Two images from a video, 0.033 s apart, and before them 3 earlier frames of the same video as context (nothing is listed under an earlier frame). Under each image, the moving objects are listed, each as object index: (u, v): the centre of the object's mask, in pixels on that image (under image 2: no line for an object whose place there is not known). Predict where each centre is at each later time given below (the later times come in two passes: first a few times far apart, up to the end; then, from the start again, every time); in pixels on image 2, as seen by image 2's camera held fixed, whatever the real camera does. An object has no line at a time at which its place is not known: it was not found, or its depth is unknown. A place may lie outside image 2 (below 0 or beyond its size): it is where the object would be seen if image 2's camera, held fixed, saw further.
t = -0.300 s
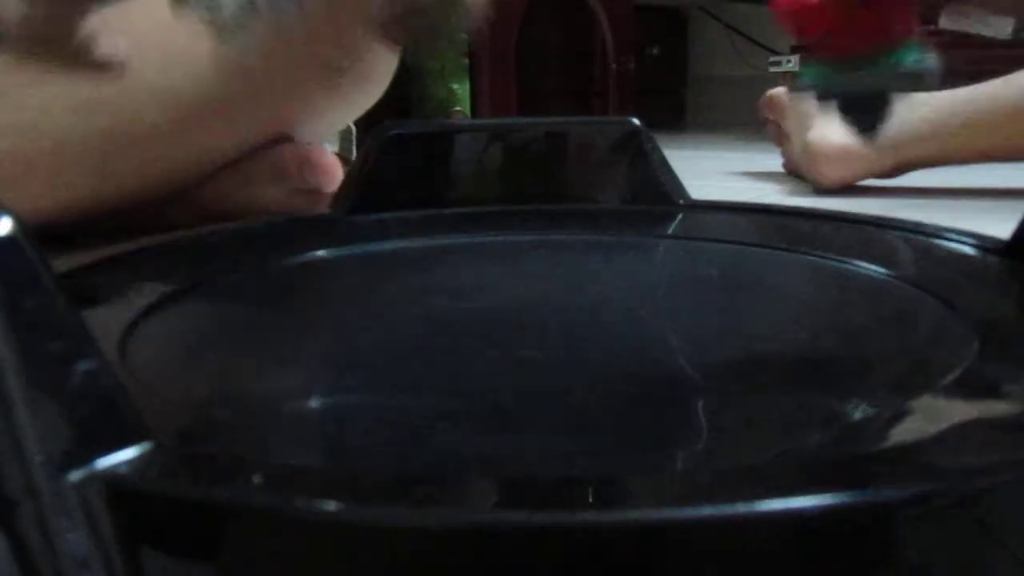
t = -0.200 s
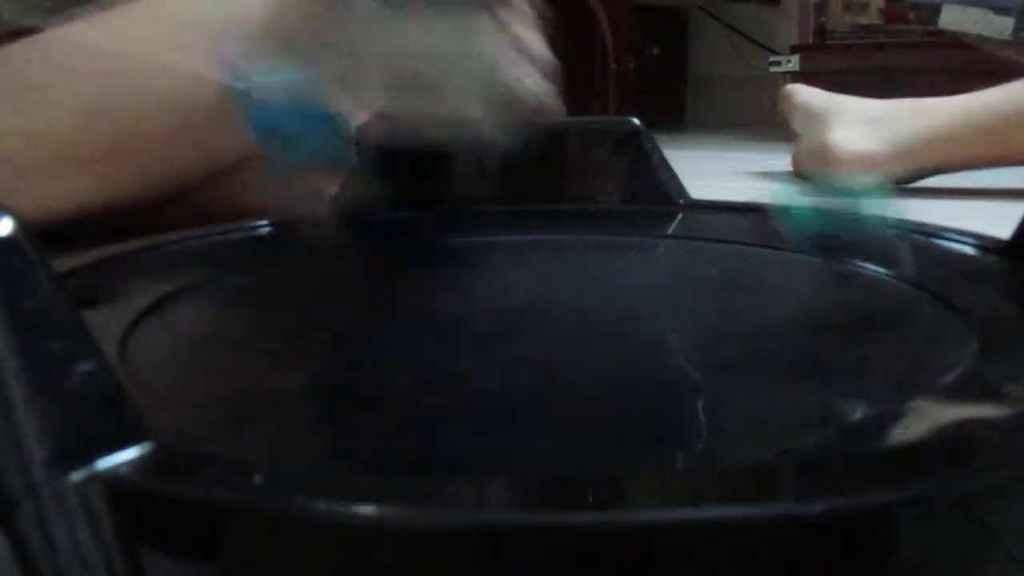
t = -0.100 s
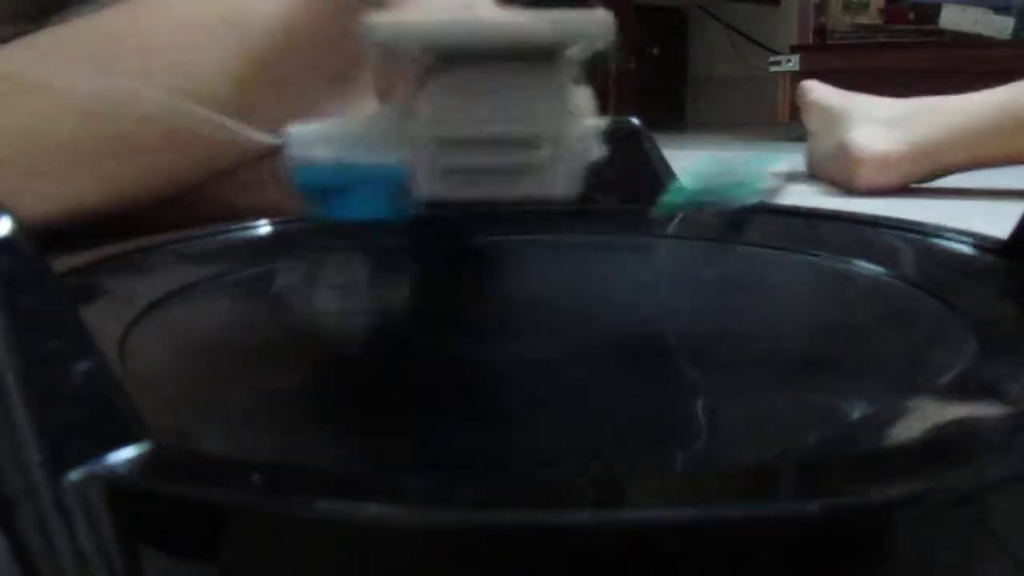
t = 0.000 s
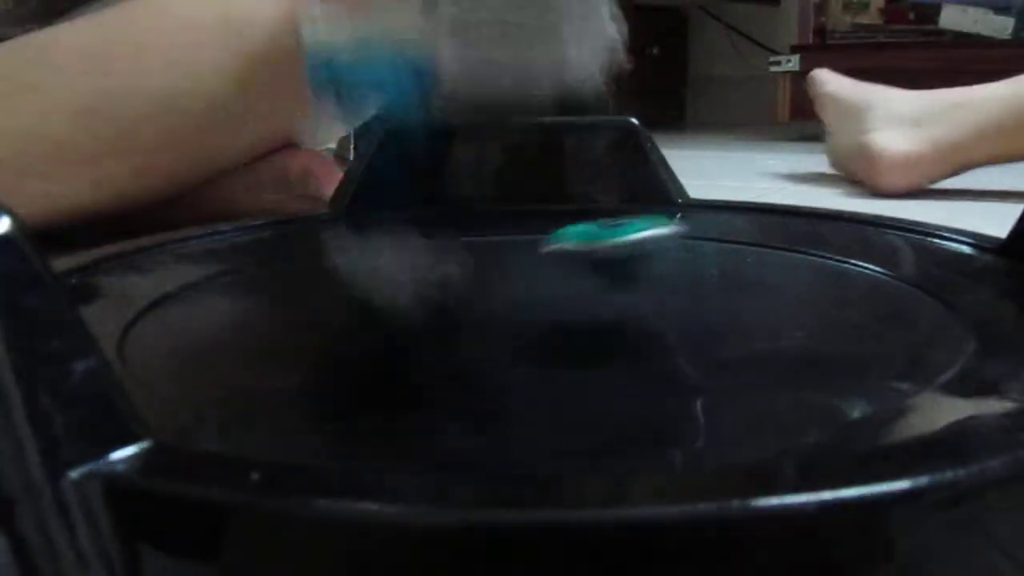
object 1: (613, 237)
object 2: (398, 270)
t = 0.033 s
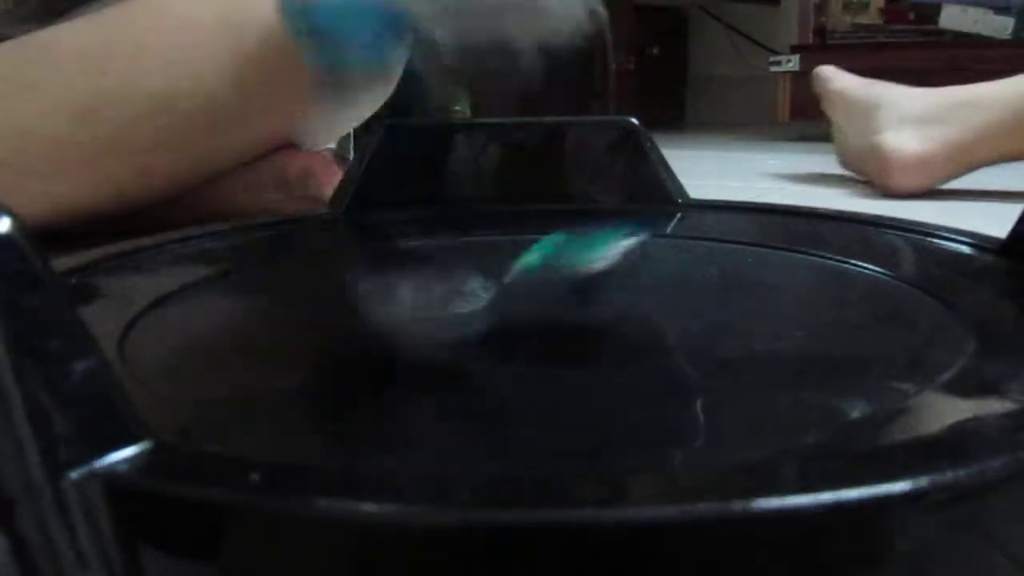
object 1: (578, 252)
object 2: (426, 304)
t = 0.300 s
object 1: (401, 285)
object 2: (554, 341)
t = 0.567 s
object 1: (340, 346)
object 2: (647, 287)
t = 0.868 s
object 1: (734, 338)
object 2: (346, 270)
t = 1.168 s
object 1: (668, 284)
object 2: (584, 354)
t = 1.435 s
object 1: (371, 267)
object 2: (789, 237)
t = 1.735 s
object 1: (221, 312)
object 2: (413, 219)
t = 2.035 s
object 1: (568, 335)
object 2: (278, 336)
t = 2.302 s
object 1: (625, 277)
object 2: (894, 298)
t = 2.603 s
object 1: (396, 241)
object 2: (724, 205)
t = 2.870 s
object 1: (311, 282)
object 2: (380, 231)
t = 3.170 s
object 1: (569, 321)
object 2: (313, 346)
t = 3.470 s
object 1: (664, 261)
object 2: (931, 297)
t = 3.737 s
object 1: (528, 248)
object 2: (726, 220)
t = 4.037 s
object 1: (457, 301)
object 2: (314, 245)
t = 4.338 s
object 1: (646, 321)
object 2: (325, 353)
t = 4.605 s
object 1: (712, 293)
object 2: (882, 314)
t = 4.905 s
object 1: (599, 293)
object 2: (656, 220)
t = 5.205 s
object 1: (527, 324)
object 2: (246, 241)
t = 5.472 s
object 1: (558, 336)
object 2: (240, 341)
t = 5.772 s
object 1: (608, 334)
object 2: (844, 302)
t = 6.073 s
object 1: (555, 319)
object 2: (602, 220)
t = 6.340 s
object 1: (470, 318)
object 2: (268, 238)
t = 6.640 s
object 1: (446, 315)
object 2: (343, 348)
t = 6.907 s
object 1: (472, 326)
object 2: (822, 307)
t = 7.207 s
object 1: (507, 312)
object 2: (576, 218)
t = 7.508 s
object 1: (476, 293)
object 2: (272, 270)
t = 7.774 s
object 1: (457, 285)
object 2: (509, 356)
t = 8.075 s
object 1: (496, 302)
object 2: (828, 259)
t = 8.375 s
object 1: (557, 296)
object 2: (509, 230)
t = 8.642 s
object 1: (565, 286)
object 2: (307, 311)
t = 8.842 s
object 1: (552, 283)
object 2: (568, 355)
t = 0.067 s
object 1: (554, 264)
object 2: (443, 293)
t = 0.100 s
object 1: (535, 255)
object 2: (466, 294)
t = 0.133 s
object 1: (503, 262)
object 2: (478, 321)
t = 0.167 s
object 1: (489, 258)
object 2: (487, 319)
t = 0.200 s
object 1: (467, 261)
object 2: (502, 324)
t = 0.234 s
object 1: (449, 269)
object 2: (517, 336)
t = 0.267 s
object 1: (426, 276)
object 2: (535, 337)
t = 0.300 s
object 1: (401, 285)
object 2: (554, 341)
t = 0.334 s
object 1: (379, 293)
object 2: (585, 331)
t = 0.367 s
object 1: (354, 300)
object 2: (608, 327)
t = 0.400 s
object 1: (333, 305)
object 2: (632, 323)
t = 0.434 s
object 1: (316, 313)
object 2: (647, 323)
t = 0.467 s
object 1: (307, 328)
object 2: (659, 314)
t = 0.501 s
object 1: (308, 335)
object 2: (661, 307)
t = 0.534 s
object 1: (319, 341)
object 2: (660, 298)
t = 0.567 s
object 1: (340, 346)
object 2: (647, 287)
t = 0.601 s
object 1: (375, 346)
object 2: (627, 278)
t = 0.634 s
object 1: (415, 348)
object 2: (600, 264)
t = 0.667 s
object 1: (465, 351)
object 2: (570, 257)
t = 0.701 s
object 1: (516, 351)
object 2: (537, 255)
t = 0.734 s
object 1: (567, 350)
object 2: (500, 252)
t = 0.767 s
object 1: (616, 348)
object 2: (460, 253)
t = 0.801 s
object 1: (664, 343)
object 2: (419, 254)
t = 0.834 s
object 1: (704, 340)
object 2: (386, 257)
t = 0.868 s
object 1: (734, 338)
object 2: (346, 270)
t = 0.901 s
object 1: (755, 339)
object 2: (321, 279)
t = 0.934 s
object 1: (766, 334)
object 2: (306, 291)
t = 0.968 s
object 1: (776, 321)
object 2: (296, 308)
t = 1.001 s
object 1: (771, 314)
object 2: (306, 321)
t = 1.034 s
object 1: (761, 308)
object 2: (333, 333)
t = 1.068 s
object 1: (744, 302)
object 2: (372, 341)
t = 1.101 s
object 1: (719, 294)
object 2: (436, 351)
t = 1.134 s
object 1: (694, 288)
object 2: (514, 354)
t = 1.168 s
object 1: (668, 284)
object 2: (584, 354)
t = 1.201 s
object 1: (629, 277)
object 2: (674, 344)
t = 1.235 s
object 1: (593, 276)
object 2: (742, 332)
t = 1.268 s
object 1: (554, 272)
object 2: (784, 324)
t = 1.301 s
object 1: (514, 269)
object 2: (814, 307)
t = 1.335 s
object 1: (476, 268)
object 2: (830, 288)
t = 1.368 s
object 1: (439, 269)
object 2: (829, 261)
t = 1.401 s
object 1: (402, 268)
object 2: (814, 247)
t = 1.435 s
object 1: (371, 267)
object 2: (789, 237)
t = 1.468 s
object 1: (333, 268)
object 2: (756, 225)
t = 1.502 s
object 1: (299, 272)
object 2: (719, 219)
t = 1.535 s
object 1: (274, 276)
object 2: (679, 224)
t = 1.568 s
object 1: (253, 280)
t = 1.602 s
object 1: (235, 286)
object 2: (591, 211)
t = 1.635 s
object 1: (222, 293)
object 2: (548, 212)
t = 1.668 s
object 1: (215, 299)
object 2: (505, 212)
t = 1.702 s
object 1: (215, 306)
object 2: (460, 214)
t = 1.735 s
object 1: (221, 312)
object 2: (413, 219)
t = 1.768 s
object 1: (236, 320)
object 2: (383, 220)
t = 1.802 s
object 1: (259, 326)
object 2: (337, 232)
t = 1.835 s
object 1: (291, 326)
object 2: (296, 240)
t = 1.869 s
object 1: (331, 331)
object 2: (264, 249)
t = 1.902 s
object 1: (377, 336)
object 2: (246, 272)
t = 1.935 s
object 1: (425, 341)
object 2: (236, 285)
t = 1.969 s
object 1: (474, 343)
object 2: (238, 313)
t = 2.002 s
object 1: (524, 338)
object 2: (254, 328)
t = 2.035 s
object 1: (568, 335)
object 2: (278, 336)
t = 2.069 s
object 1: (604, 332)
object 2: (335, 347)
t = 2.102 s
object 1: (630, 326)
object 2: (435, 357)
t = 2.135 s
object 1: (650, 315)
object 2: (514, 362)
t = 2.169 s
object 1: (660, 303)
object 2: (595, 360)
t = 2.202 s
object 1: (654, 292)
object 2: (697, 350)
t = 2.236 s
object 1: (645, 291)
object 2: (783, 338)
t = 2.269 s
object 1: (641, 288)
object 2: (844, 318)
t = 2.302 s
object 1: (625, 277)
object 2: (894, 298)
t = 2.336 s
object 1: (605, 269)
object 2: (915, 284)
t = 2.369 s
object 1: (584, 261)
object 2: (923, 278)
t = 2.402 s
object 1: (559, 253)
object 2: (916, 262)
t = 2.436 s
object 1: (533, 251)
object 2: (899, 233)
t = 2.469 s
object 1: (503, 243)
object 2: (874, 224)
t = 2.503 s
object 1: (474, 241)
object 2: (841, 217)
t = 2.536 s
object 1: (447, 242)
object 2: (806, 212)
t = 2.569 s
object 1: (421, 241)
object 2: (768, 207)
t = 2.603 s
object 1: (396, 241)
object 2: (724, 205)
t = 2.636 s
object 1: (372, 242)
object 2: (682, 204)
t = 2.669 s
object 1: (354, 246)
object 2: (641, 211)
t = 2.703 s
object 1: (337, 247)
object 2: (603, 211)
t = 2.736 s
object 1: (324, 253)
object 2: (557, 212)
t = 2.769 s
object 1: (315, 259)
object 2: (511, 215)
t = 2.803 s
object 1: (309, 268)
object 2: (465, 218)
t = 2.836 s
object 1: (308, 279)
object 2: (420, 222)
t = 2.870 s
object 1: (311, 282)
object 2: (380, 231)
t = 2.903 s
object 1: (319, 290)
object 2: (335, 238)
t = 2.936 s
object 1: (335, 297)
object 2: (299, 246)
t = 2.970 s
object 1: (355, 309)
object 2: (266, 261)
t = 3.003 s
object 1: (385, 317)
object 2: (246, 275)
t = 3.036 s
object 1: (420, 322)
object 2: (230, 296)
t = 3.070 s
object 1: (457, 326)
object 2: (227, 315)
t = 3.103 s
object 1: (497, 324)
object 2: (246, 333)
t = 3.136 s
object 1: (534, 323)
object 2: (267, 337)
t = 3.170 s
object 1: (569, 321)
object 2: (313, 346)
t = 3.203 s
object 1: (600, 320)
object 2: (395, 356)
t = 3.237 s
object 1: (630, 315)
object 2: (474, 362)
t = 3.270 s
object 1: (652, 300)
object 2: (555, 364)
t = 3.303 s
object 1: (667, 291)
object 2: (660, 358)
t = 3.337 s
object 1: (674, 284)
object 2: (760, 345)
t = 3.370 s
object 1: (678, 282)
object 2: (830, 332)
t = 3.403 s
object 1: (686, 283)
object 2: (883, 327)
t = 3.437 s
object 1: (674, 272)
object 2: (916, 307)
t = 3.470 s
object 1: (664, 261)
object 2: (931, 297)
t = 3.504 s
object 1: (651, 257)
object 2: (938, 279)
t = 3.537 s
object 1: (637, 249)
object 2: (923, 267)
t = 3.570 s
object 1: (620, 246)
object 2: (901, 248)
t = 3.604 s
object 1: (602, 245)
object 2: (870, 237)
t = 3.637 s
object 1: (583, 245)
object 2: (839, 234)
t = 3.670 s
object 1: (565, 244)
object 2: (799, 224)
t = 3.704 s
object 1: (546, 245)
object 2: (757, 222)
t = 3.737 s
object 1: (528, 248)
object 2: (726, 220)
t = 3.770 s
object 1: (509, 252)
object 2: (678, 219)
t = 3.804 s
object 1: (492, 256)
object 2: (630, 220)
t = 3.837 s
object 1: (478, 261)
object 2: (588, 220)
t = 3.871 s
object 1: (468, 267)
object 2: (538, 220)
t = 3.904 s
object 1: (459, 274)
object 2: (489, 221)
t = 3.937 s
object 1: (452, 278)
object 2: (438, 226)
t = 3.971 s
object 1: (450, 288)
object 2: (401, 232)
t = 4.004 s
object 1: (452, 294)
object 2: (351, 236)
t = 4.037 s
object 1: (457, 301)
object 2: (314, 245)
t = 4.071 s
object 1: (466, 307)
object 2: (269, 251)
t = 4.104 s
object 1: (480, 313)
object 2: (242, 261)
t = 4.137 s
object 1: (497, 318)
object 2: (218, 274)
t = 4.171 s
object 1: (518, 320)
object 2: (201, 289)
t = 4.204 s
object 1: (543, 324)
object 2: (194, 306)
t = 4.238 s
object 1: (570, 326)
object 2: (203, 318)
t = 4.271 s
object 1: (595, 323)
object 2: (230, 330)
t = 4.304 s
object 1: (622, 324)
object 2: (265, 344)
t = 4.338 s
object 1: (646, 321)
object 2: (325, 353)
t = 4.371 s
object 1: (667, 314)
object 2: (406, 358)
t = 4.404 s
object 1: (686, 308)
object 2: (505, 363)
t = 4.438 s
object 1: (702, 299)
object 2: (575, 363)
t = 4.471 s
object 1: (713, 292)
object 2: (672, 356)
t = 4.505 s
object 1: (718, 287)
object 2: (750, 347)
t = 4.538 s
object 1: (713, 287)
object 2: (811, 337)
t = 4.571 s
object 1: (713, 295)
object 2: (856, 322)
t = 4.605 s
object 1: (712, 293)
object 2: (882, 314)
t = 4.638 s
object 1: (705, 290)
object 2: (896, 303)
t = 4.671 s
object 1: (695, 289)
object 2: (898, 288)
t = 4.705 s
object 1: (683, 287)
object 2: (881, 253)
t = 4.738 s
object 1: (669, 287)
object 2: (855, 243)
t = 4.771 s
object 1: (655, 287)
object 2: (825, 239)
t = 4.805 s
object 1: (640, 288)
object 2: (788, 233)
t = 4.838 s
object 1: (627, 291)
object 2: (745, 226)
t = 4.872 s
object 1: (614, 292)
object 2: (708, 224)
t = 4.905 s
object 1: (599, 293)
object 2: (656, 220)
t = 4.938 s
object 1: (586, 297)
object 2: (612, 219)
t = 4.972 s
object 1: (574, 300)
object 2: (562, 218)
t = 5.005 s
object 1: (560, 303)
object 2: (513, 218)
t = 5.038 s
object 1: (550, 307)
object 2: (465, 219)
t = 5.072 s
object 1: (542, 310)
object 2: (418, 221)
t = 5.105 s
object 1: (535, 313)
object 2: (383, 217)
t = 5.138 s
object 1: (530, 316)
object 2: (331, 220)
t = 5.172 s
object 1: (527, 320)
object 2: (289, 228)
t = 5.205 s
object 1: (527, 324)
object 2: (246, 241)
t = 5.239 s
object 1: (527, 326)
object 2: (218, 249)
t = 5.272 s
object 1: (529, 328)
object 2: (195, 257)
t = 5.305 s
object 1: (532, 331)
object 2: (174, 271)
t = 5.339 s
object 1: (535, 332)
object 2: (164, 284)
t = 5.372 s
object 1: (540, 334)
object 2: (165, 296)
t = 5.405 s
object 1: (546, 335)
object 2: (178, 313)
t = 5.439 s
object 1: (552, 335)
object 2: (197, 326)
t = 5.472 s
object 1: (558, 336)
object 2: (240, 341)
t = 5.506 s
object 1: (565, 337)
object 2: (295, 349)
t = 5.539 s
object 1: (572, 339)
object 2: (377, 358)
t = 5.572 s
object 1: (596, 328)
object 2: (454, 363)
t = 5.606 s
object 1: (604, 315)
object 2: (549, 364)
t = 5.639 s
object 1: (587, 310)
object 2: (636, 357)
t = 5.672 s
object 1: (574, 330)
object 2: (714, 348)
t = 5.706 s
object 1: (601, 336)
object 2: (781, 336)
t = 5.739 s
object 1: (607, 336)
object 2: (817, 320)
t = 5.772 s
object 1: (608, 334)
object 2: (844, 302)
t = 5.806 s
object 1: (610, 332)
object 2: (854, 280)
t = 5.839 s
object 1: (608, 329)
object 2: (848, 270)
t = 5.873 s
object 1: (603, 327)
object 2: (839, 256)
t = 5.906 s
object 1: (598, 325)
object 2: (806, 243)
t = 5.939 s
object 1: (591, 324)
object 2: (772, 239)
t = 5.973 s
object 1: (583, 322)
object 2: (736, 230)
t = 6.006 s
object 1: (575, 321)
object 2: (691, 227)
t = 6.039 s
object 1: (566, 320)
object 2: (645, 220)
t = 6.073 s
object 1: (555, 319)
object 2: (602, 220)
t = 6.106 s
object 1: (544, 318)
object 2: (556, 215)
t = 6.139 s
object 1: (534, 318)
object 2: (512, 215)
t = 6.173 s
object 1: (522, 317)
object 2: (467, 215)
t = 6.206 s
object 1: (510, 318)
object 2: (417, 218)
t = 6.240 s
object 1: (499, 317)
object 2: (385, 215)
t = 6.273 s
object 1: (489, 316)
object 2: (342, 216)
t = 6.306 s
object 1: (478, 316)
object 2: (307, 225)
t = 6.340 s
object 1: (470, 318)
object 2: (268, 238)
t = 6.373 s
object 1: (460, 318)
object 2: (242, 245)
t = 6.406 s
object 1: (452, 319)
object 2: (222, 257)
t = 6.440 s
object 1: (447, 319)
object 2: (212, 267)
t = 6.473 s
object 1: (441, 320)
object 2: (206, 276)
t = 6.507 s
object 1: (437, 321)
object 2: (207, 292)
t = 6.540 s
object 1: (434, 323)
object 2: (220, 308)
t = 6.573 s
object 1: (432, 323)
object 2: (252, 322)
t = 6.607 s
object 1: (437, 323)
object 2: (287, 337)
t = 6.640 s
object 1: (446, 315)
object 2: (343, 348)
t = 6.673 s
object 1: (438, 307)
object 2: (423, 356)
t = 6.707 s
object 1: (430, 309)
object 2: (504, 360)
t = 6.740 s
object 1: (437, 325)
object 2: (588, 358)
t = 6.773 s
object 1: (447, 328)
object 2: (660, 349)
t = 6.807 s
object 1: (453, 328)
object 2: (734, 336)
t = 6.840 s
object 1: (459, 328)
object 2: (775, 326)
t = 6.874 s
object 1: (465, 328)
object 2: (806, 317)
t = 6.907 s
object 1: (472, 326)
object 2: (822, 307)
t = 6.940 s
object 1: (478, 325)
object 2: (827, 287)
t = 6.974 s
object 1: (485, 325)
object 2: (817, 252)
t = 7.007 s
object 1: (492, 323)
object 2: (794, 257)
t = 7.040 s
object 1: (496, 322)
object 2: (765, 247)
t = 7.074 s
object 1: (501, 320)
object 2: (732, 235)
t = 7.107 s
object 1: (504, 318)
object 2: (694, 228)
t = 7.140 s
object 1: (506, 316)
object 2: (652, 222)
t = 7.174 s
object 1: (507, 314)
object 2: (613, 218)
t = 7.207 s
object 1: (507, 312)
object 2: (576, 218)
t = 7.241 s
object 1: (507, 309)
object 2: (531, 214)
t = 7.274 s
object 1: (505, 307)
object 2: (491, 217)
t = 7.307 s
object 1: (502, 304)
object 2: (451, 218)
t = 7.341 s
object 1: (499, 302)
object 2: (411, 222)
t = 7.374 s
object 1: (494, 298)
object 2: (383, 227)
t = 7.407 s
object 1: (489, 296)
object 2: (346, 241)
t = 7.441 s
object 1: (485, 295)
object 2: (320, 249)
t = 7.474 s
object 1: (480, 294)
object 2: (293, 253)
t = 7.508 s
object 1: (476, 293)
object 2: (272, 270)
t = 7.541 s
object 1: (472, 292)
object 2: (262, 277)
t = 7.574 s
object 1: (469, 292)
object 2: (257, 287)
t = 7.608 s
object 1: (465, 291)
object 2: (269, 312)
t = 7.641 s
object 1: (462, 291)
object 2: (285, 322)
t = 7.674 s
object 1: (461, 291)
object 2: (320, 331)
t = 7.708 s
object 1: (461, 285)
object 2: (362, 342)
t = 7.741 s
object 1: (458, 284)
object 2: (430, 353)
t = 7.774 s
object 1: (457, 285)
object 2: (509, 356)
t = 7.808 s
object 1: (458, 291)
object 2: (581, 355)
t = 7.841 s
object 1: (460, 295)
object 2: (659, 347)
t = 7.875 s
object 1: (463, 296)
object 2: (731, 336)
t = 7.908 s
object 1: (466, 297)
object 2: (783, 326)
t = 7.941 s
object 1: (471, 298)
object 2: (814, 316)
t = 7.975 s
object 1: (476, 300)
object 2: (837, 289)
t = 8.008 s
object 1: (482, 301)
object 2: (842, 286)
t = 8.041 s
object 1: (489, 301)
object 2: (842, 271)
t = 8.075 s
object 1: (496, 302)
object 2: (828, 259)
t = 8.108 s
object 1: (505, 302)
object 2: (794, 242)
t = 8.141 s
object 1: (513, 302)
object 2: (764, 231)
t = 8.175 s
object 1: (521, 302)
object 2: (731, 224)
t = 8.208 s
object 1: (529, 301)
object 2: (695, 226)
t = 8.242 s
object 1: (536, 301)
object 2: (658, 232)
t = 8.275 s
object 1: (543, 300)
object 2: (619, 226)
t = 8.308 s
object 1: (548, 298)
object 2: (584, 227)
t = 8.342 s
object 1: (554, 297)
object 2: (545, 229)
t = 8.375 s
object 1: (557, 296)
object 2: (509, 230)
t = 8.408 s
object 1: (561, 293)
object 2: (468, 245)
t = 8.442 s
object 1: (563, 292)
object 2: (433, 240)
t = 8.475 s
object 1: (564, 292)
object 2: (398, 254)
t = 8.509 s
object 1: (565, 290)
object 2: (360, 264)
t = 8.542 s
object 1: (566, 289)
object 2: (335, 274)
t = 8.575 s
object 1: (566, 287)
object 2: (318, 283)
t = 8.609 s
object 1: (566, 286)
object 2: (310, 295)
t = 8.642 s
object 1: (565, 286)
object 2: (307, 311)
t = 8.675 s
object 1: (563, 286)
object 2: (320, 323)
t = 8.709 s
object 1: (561, 286)
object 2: (344, 335)
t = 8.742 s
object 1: (559, 286)
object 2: (381, 344)
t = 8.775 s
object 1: (557, 286)
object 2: (436, 355)
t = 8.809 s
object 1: (554, 283)
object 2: (498, 354)
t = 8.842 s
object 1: (552, 283)
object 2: (568, 355)
